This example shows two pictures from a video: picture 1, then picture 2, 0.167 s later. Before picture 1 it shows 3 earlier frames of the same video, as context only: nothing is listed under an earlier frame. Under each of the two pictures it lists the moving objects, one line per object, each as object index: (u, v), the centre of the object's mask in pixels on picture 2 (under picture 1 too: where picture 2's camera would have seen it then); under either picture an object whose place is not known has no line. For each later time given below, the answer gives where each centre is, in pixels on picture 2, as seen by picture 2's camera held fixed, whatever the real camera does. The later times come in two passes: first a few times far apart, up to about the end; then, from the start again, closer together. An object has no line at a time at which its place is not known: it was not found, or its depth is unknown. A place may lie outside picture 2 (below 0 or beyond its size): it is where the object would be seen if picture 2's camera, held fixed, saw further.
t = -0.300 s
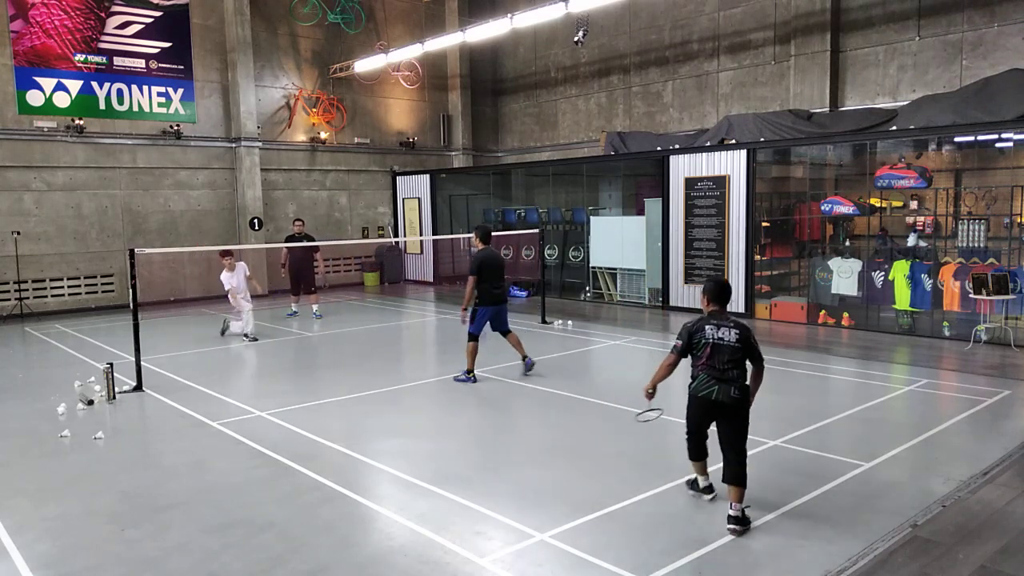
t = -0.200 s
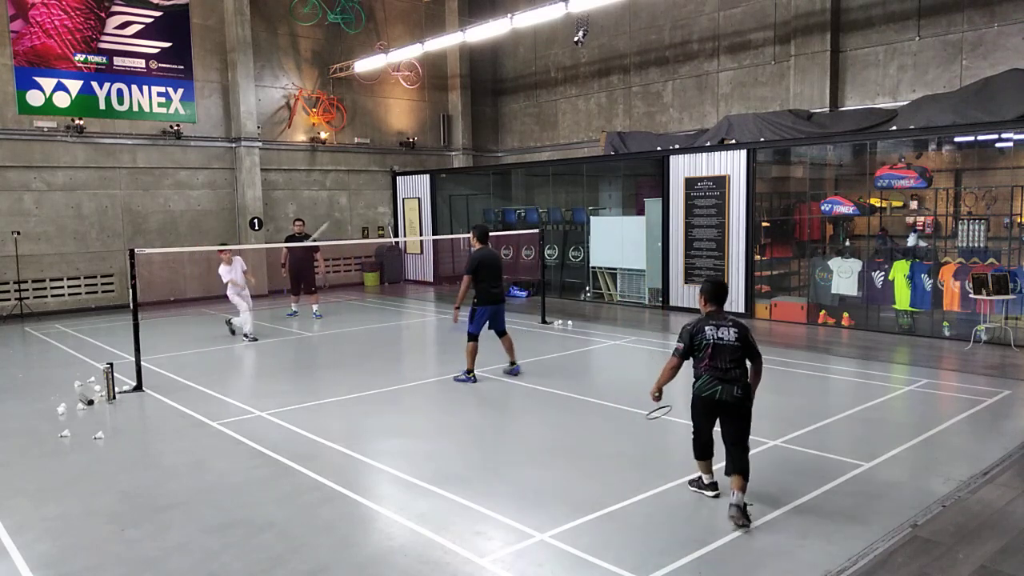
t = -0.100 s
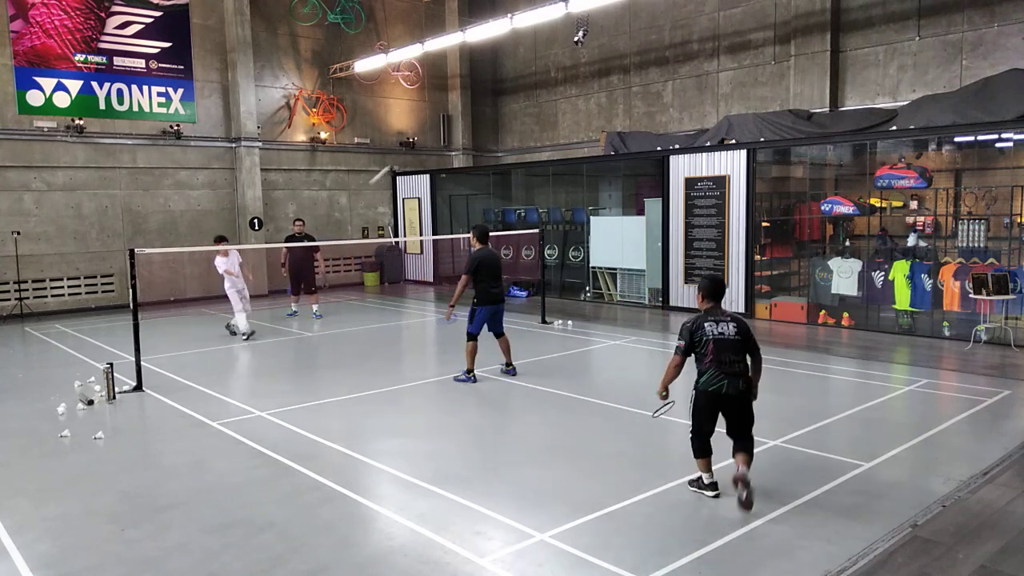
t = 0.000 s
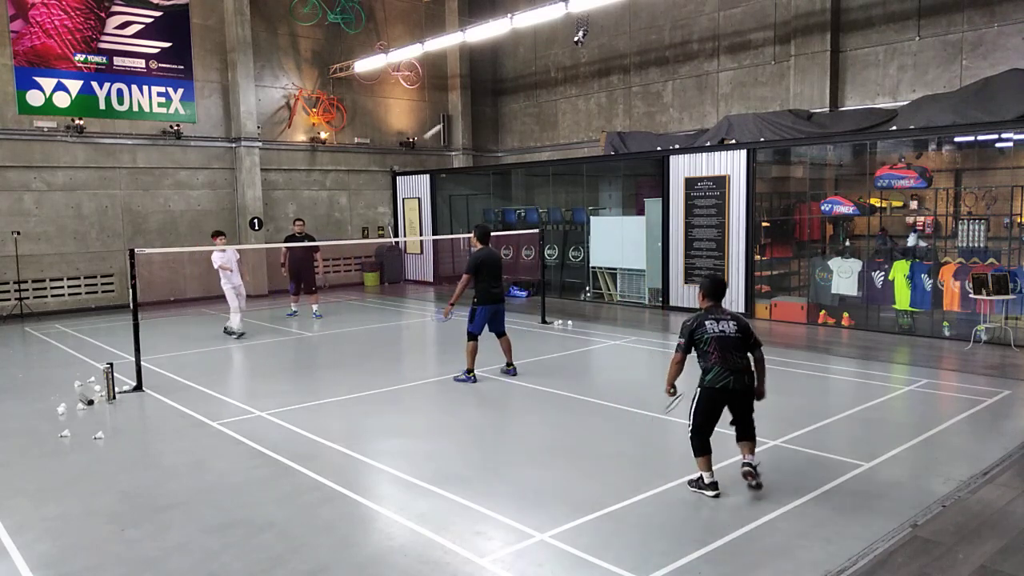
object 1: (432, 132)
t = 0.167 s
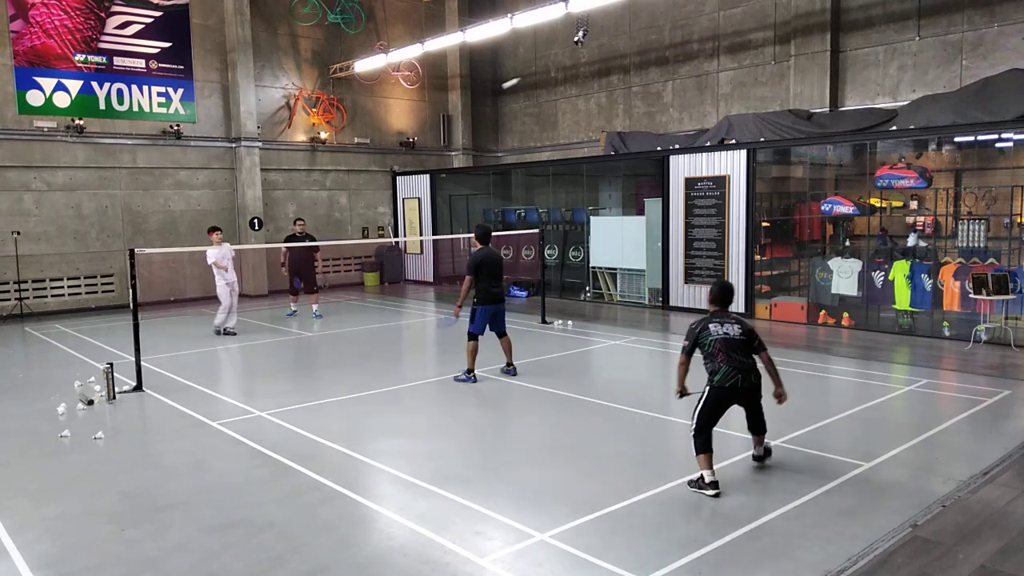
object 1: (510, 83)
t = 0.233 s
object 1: (539, 71)
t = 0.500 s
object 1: (642, 64)
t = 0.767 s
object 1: (732, 120)
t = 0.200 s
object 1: (525, 76)
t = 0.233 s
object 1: (539, 71)
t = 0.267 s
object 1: (553, 67)
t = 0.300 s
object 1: (566, 63)
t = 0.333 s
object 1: (579, 61)
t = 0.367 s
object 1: (593, 60)
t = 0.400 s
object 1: (605, 59)
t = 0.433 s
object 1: (618, 60)
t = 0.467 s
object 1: (630, 62)
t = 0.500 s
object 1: (642, 64)
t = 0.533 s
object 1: (654, 68)
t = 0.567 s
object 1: (666, 72)
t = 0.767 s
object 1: (732, 120)
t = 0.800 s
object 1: (742, 131)
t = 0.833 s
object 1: (752, 142)
